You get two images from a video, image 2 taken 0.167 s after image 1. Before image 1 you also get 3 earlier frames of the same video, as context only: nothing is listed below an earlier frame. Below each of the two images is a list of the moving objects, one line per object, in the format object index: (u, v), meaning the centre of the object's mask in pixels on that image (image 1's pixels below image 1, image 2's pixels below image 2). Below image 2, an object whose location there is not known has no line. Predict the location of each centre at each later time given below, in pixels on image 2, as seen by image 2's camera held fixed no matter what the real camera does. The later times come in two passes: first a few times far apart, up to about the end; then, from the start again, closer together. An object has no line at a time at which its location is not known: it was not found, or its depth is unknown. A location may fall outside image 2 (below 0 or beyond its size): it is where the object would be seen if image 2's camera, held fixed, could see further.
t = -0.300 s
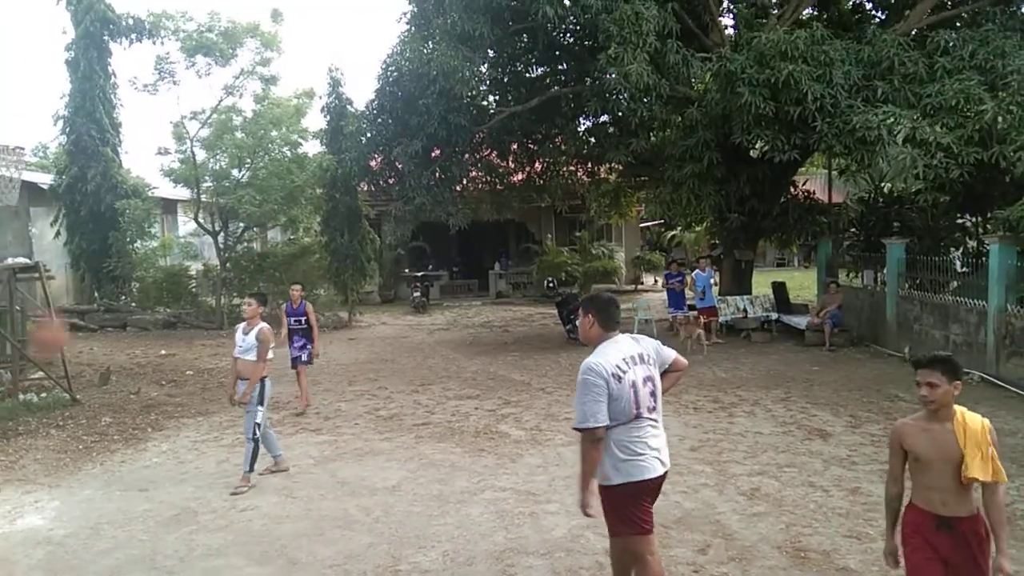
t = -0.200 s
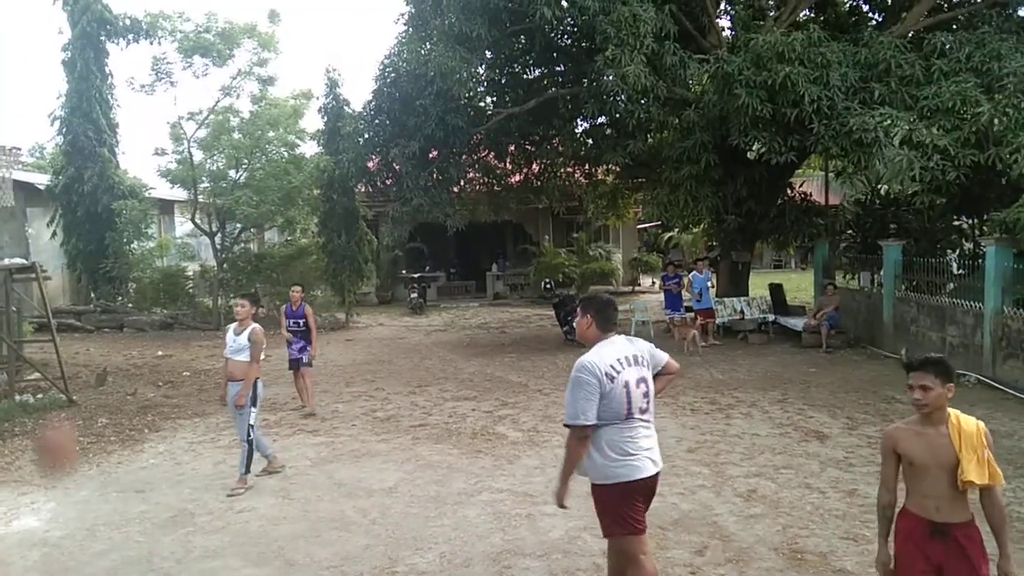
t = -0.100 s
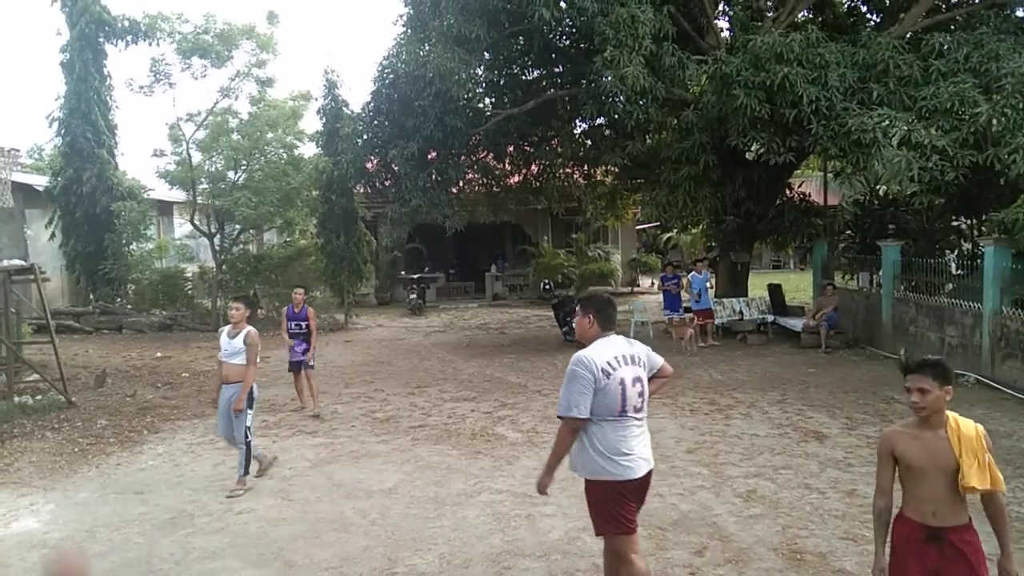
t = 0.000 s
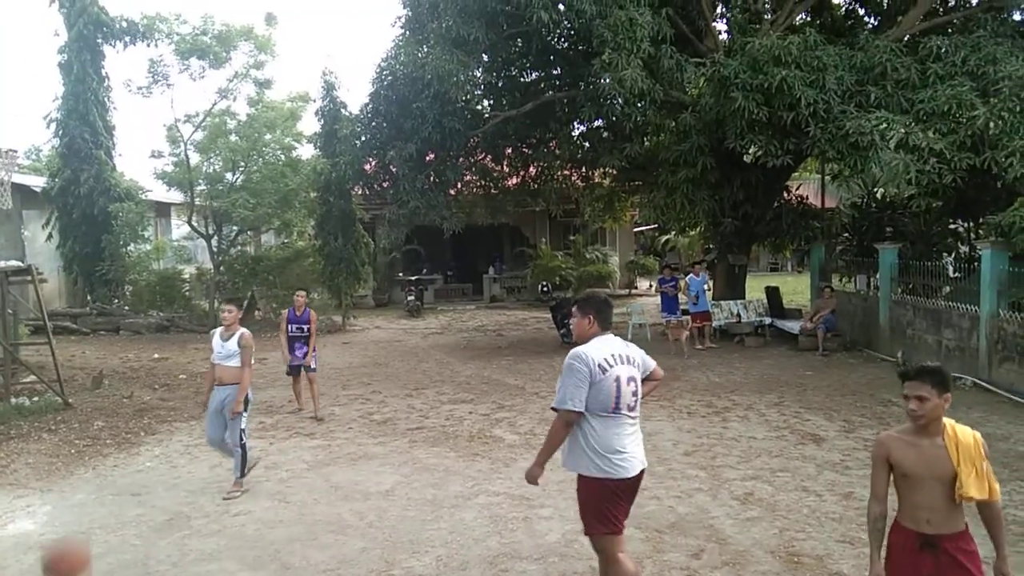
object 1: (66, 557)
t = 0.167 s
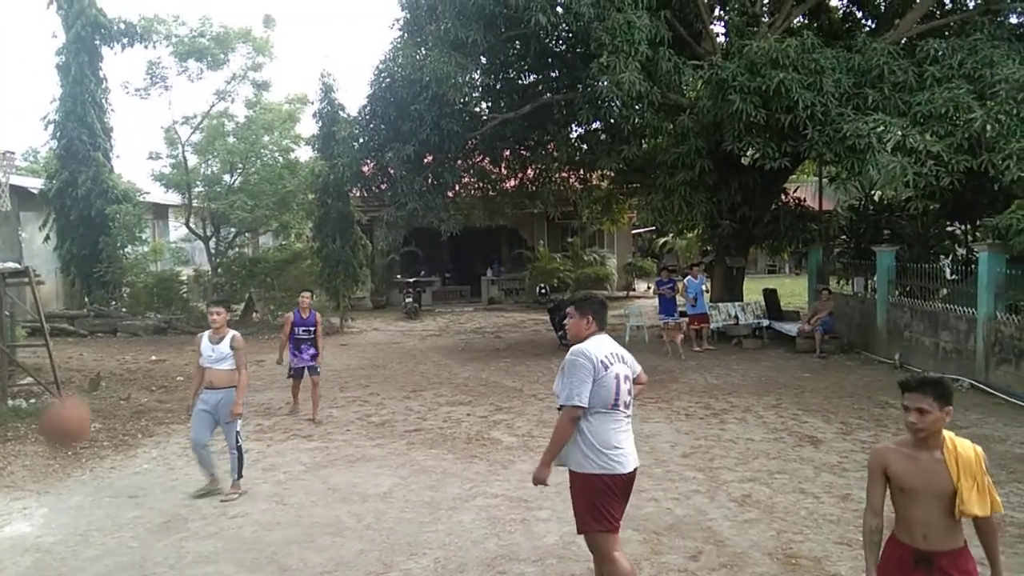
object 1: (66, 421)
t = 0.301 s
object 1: (69, 325)
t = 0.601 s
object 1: (88, 228)
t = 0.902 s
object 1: (135, 373)
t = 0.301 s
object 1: (69, 325)
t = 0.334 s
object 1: (70, 308)
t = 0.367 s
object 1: (72, 291)
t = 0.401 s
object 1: (73, 273)
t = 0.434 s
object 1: (75, 260)
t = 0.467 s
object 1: (77, 248)
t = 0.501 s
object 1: (79, 239)
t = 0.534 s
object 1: (81, 233)
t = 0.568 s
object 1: (84, 228)
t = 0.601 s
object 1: (88, 228)
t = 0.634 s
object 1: (91, 229)
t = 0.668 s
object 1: (94, 232)
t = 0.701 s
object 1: (99, 240)
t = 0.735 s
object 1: (104, 251)
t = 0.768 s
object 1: (109, 264)
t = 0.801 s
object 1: (114, 284)
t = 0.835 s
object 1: (123, 309)
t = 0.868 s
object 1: (129, 337)
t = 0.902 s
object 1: (135, 373)
